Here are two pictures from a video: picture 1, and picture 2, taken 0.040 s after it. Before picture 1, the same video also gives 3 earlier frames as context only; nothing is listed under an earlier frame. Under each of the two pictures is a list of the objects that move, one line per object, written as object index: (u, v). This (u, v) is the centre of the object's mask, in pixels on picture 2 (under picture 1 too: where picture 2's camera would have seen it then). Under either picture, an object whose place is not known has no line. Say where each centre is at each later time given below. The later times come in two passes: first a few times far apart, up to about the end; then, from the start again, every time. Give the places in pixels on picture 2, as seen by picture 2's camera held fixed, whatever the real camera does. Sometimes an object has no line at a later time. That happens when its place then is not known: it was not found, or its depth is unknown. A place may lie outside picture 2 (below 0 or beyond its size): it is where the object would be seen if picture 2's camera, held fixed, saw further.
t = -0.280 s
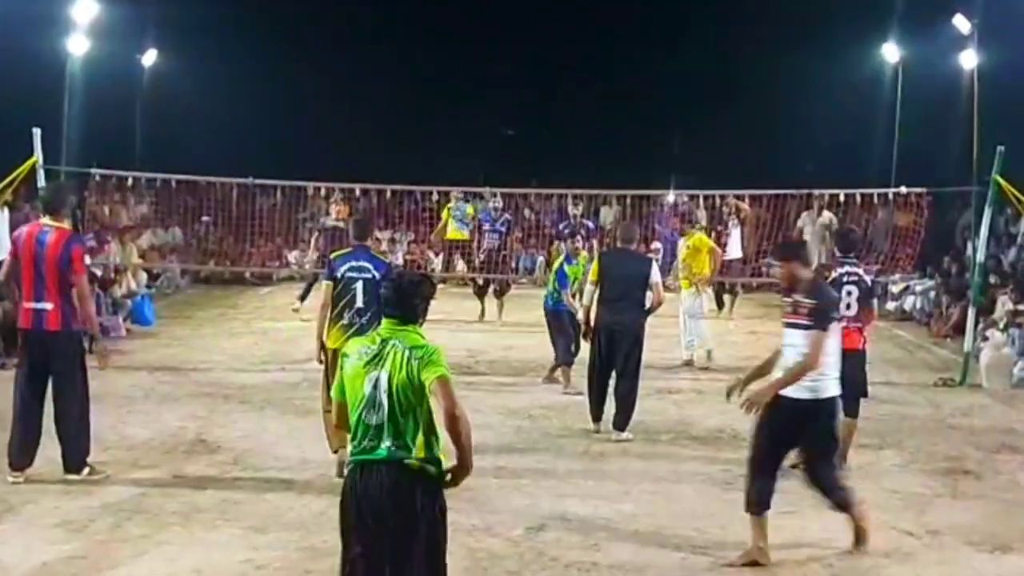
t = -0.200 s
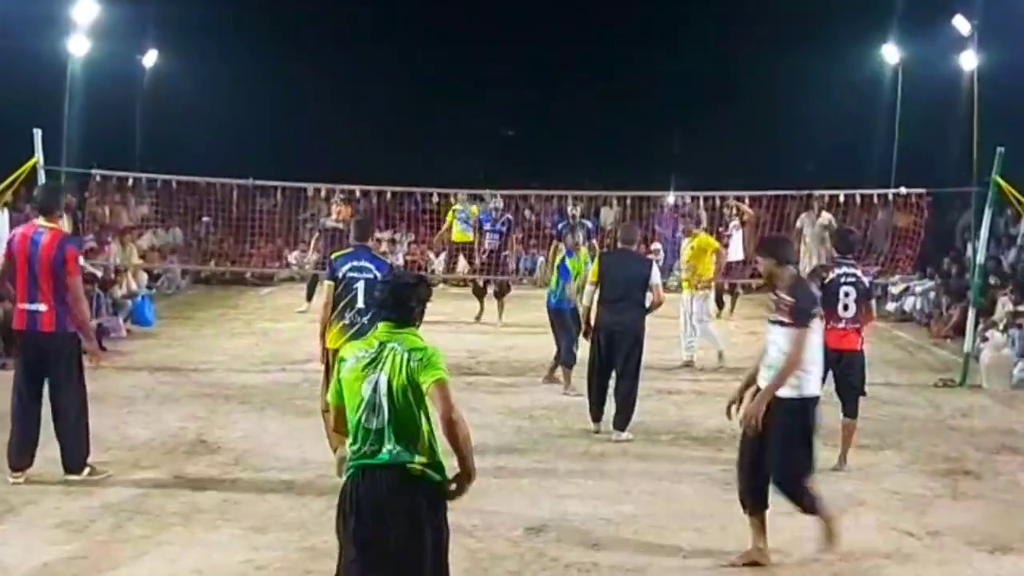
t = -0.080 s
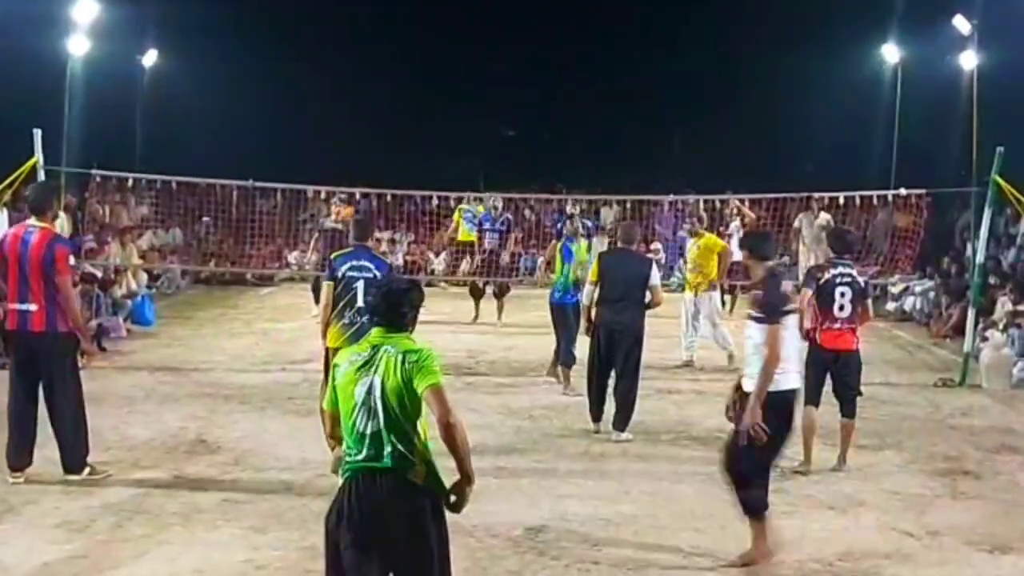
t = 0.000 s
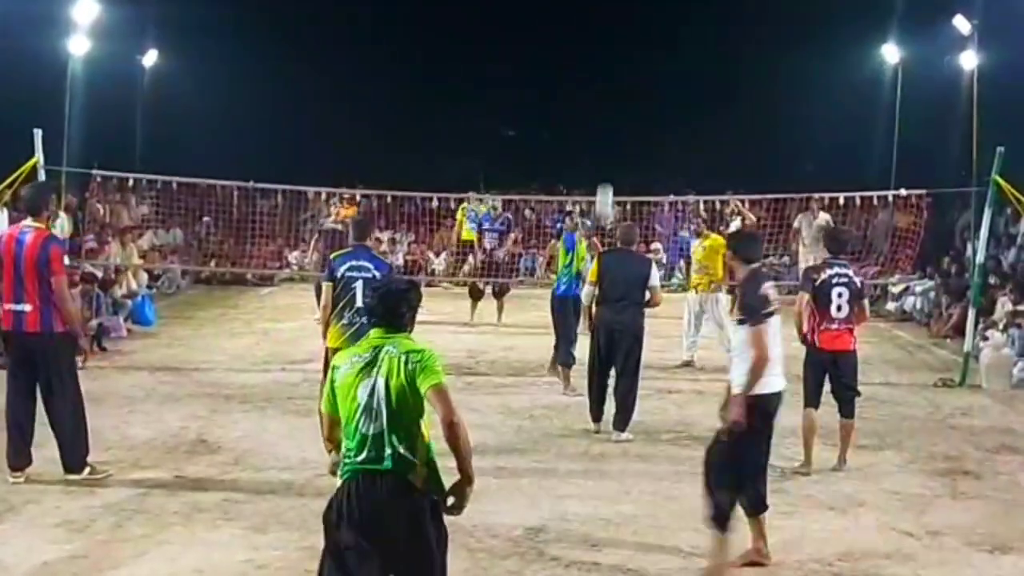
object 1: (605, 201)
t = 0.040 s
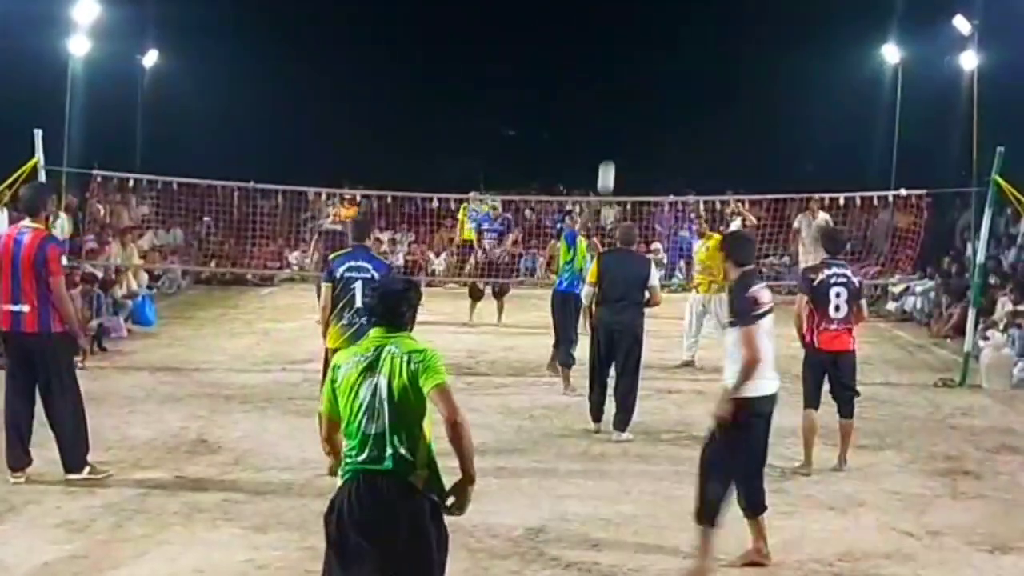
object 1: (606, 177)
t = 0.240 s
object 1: (616, 85)
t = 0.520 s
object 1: (630, 27)
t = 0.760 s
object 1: (640, 52)
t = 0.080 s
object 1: (608, 156)
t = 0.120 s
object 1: (610, 135)
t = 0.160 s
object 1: (612, 117)
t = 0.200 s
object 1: (614, 100)
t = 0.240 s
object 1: (616, 85)
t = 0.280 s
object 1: (619, 71)
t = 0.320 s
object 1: (621, 60)
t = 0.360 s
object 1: (623, 50)
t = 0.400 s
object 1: (625, 41)
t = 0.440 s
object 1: (627, 35)
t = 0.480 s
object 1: (629, 30)
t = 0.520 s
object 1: (630, 27)
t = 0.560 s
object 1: (632, 27)
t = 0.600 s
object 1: (634, 28)
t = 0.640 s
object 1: (635, 31)
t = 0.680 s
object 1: (637, 36)
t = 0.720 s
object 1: (639, 43)
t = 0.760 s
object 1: (640, 52)
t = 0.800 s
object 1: (642, 63)
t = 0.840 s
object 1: (643, 76)
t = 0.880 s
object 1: (644, 91)
